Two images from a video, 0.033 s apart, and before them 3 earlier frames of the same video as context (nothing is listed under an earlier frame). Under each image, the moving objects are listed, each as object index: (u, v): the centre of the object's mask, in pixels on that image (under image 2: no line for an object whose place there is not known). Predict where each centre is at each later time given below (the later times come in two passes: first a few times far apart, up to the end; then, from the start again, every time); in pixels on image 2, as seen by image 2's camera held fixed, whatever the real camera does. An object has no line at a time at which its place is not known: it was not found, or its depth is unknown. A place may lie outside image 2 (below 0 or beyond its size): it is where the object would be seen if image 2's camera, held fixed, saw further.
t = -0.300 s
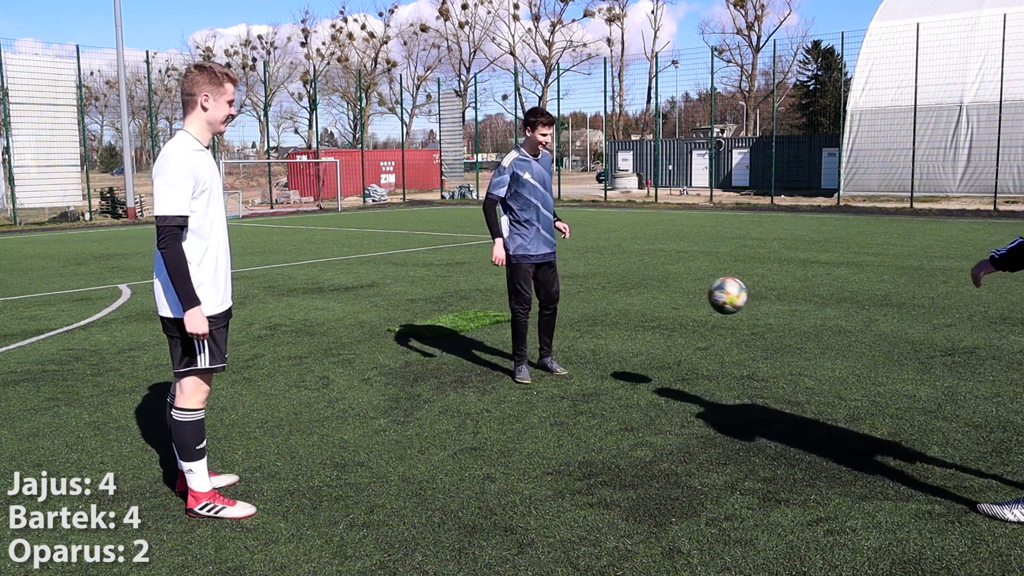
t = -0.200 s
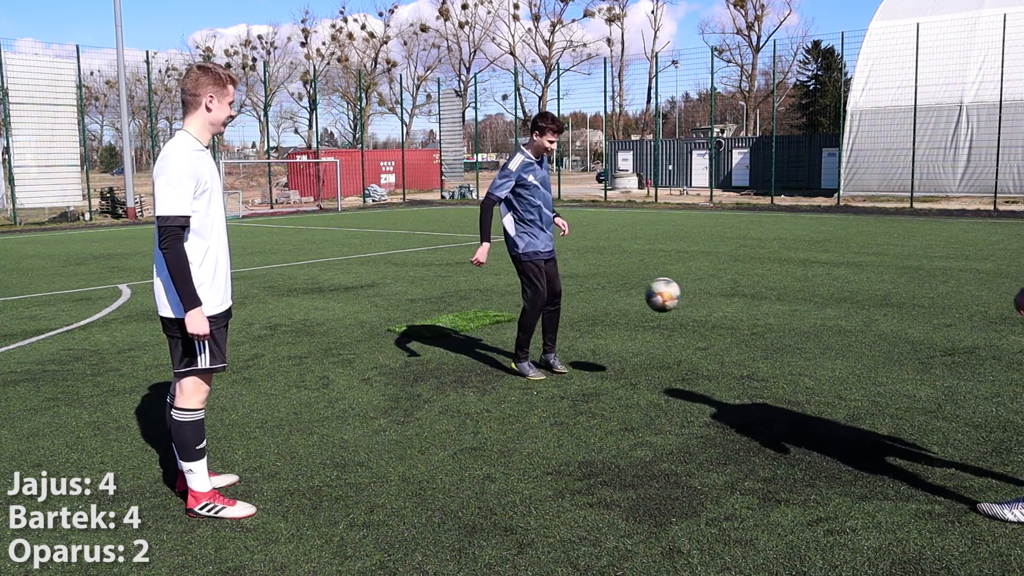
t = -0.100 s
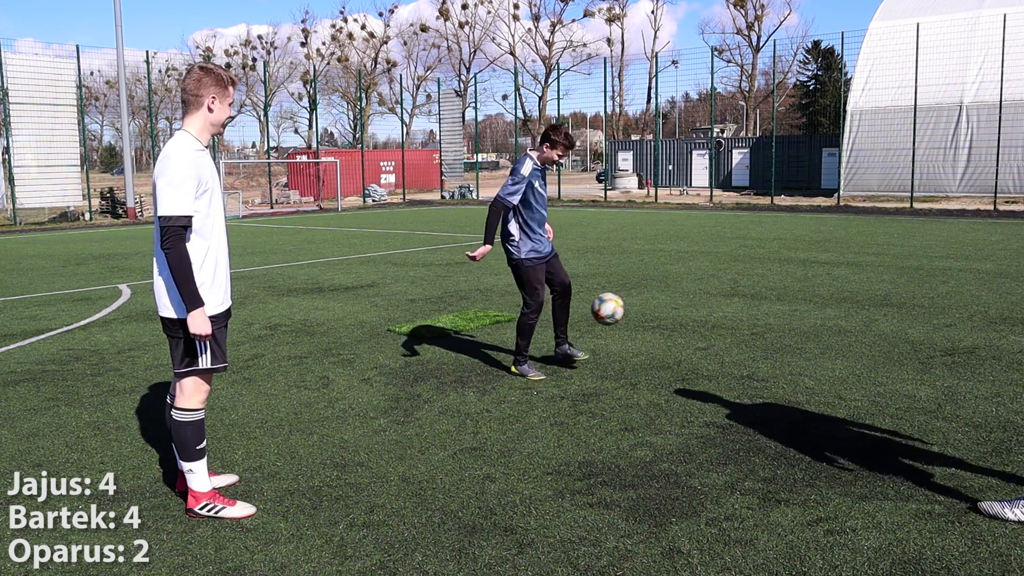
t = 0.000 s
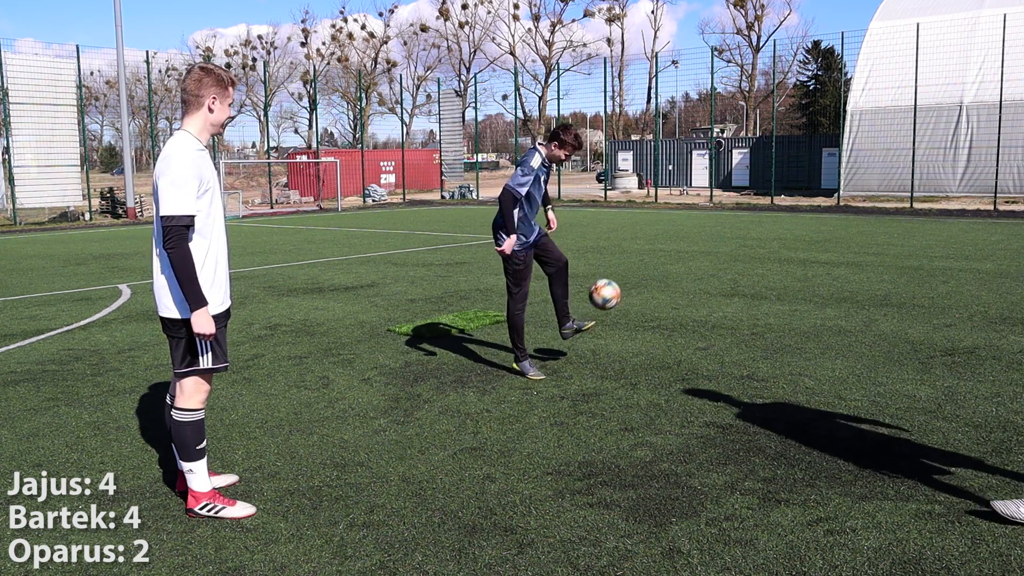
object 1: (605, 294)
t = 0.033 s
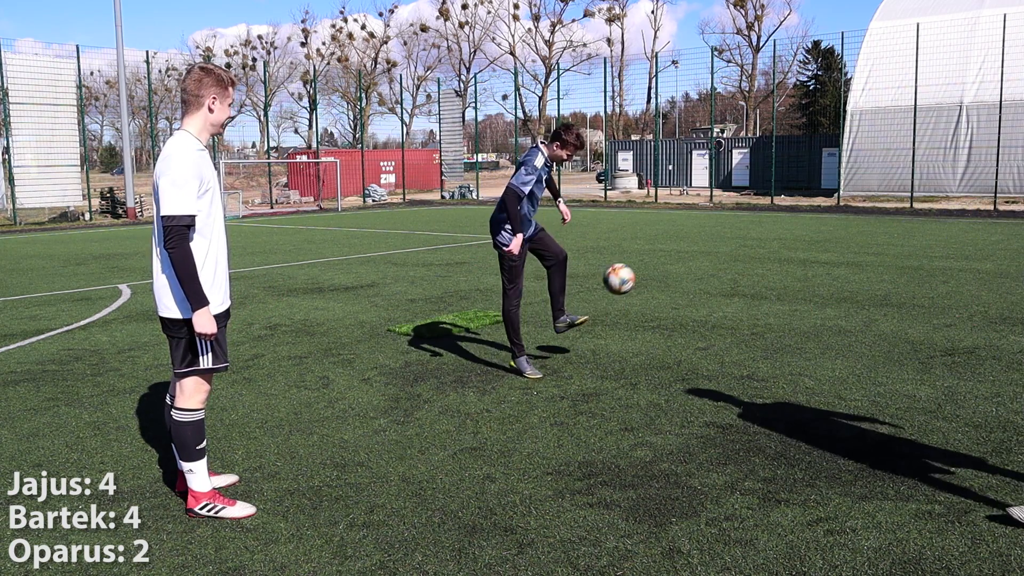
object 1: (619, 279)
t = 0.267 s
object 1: (722, 213)
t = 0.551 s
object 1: (844, 238)
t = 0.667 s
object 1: (892, 282)
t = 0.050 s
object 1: (626, 272)
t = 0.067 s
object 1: (634, 265)
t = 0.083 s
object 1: (641, 258)
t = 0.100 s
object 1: (648, 252)
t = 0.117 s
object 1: (656, 246)
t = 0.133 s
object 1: (663, 241)
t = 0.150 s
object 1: (670, 237)
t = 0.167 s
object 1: (678, 232)
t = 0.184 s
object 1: (685, 228)
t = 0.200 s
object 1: (693, 224)
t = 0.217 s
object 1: (700, 220)
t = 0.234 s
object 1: (707, 218)
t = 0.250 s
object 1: (715, 215)
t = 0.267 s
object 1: (722, 213)
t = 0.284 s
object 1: (729, 211)
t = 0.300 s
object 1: (736, 210)
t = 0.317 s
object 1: (744, 209)
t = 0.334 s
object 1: (751, 208)
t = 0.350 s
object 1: (759, 208)
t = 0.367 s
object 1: (766, 209)
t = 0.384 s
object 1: (773, 209)
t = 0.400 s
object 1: (780, 211)
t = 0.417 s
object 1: (787, 212)
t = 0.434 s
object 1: (794, 214)
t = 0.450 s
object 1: (802, 217)
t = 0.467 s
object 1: (809, 219)
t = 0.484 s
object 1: (816, 222)
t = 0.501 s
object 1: (823, 225)
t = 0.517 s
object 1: (830, 230)
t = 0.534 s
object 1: (837, 234)
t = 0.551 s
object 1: (844, 238)
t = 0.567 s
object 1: (851, 243)
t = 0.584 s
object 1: (858, 249)
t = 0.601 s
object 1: (865, 255)
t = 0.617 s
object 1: (871, 261)
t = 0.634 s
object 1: (878, 267)
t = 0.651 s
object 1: (885, 274)
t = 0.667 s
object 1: (892, 282)
